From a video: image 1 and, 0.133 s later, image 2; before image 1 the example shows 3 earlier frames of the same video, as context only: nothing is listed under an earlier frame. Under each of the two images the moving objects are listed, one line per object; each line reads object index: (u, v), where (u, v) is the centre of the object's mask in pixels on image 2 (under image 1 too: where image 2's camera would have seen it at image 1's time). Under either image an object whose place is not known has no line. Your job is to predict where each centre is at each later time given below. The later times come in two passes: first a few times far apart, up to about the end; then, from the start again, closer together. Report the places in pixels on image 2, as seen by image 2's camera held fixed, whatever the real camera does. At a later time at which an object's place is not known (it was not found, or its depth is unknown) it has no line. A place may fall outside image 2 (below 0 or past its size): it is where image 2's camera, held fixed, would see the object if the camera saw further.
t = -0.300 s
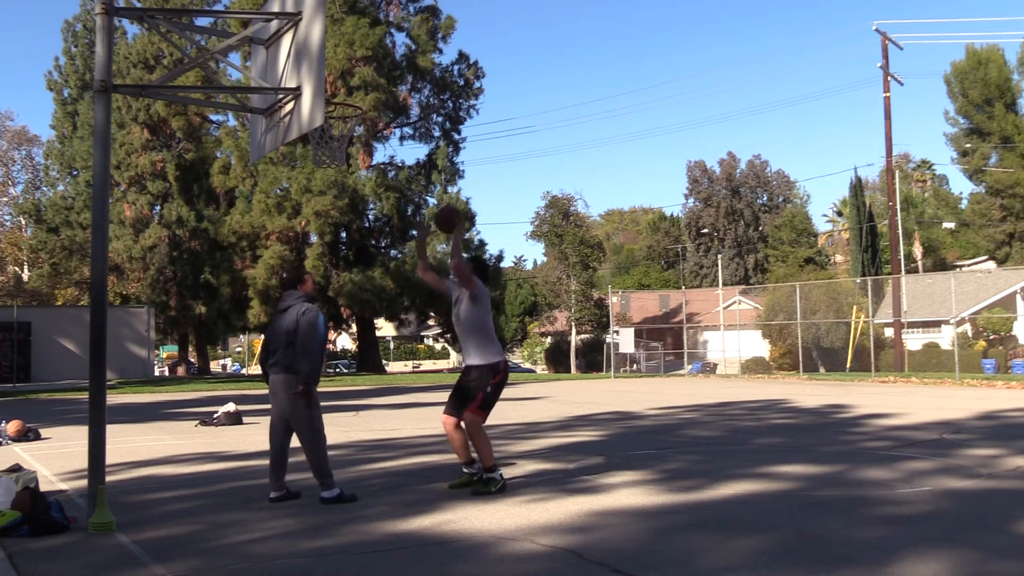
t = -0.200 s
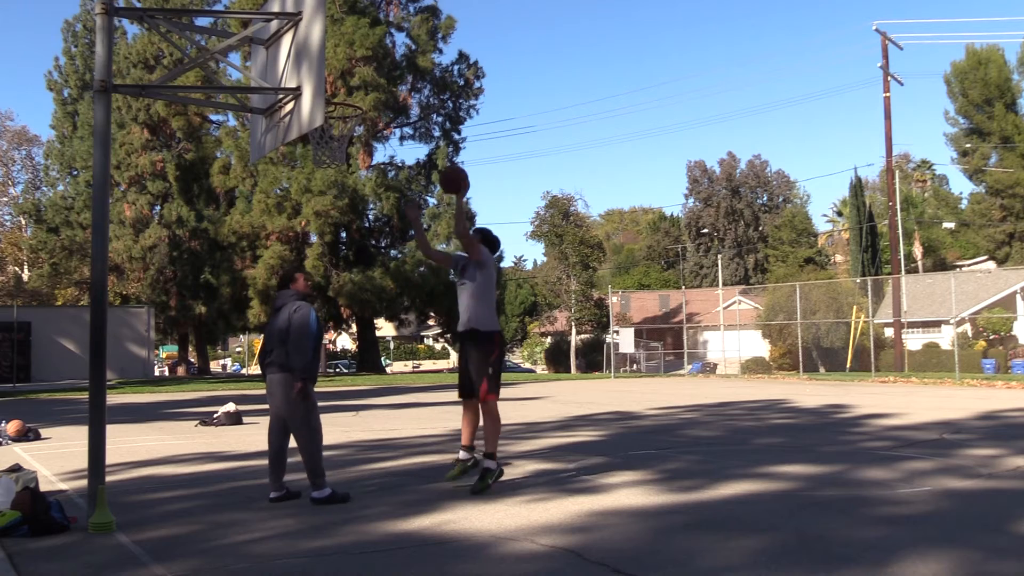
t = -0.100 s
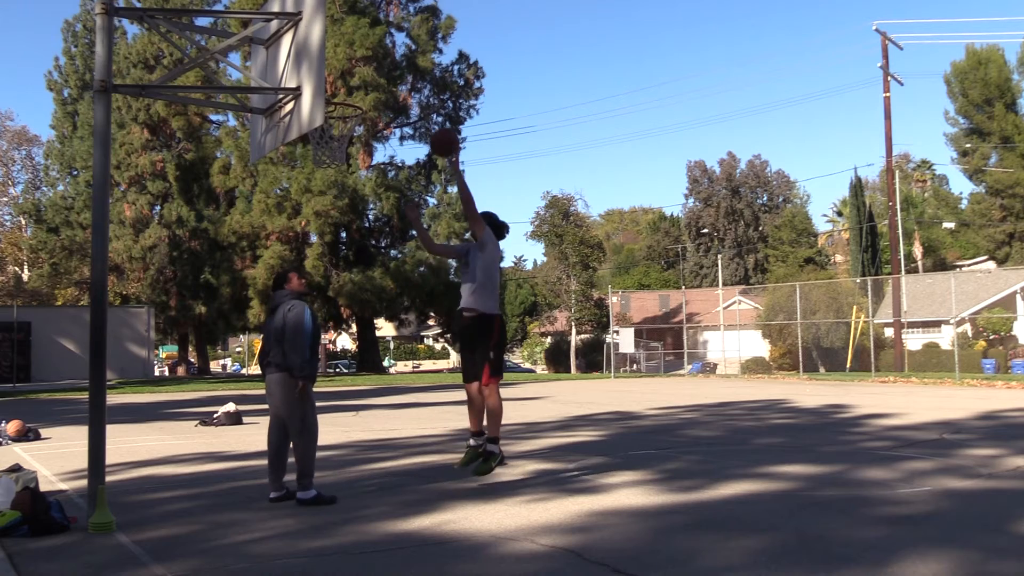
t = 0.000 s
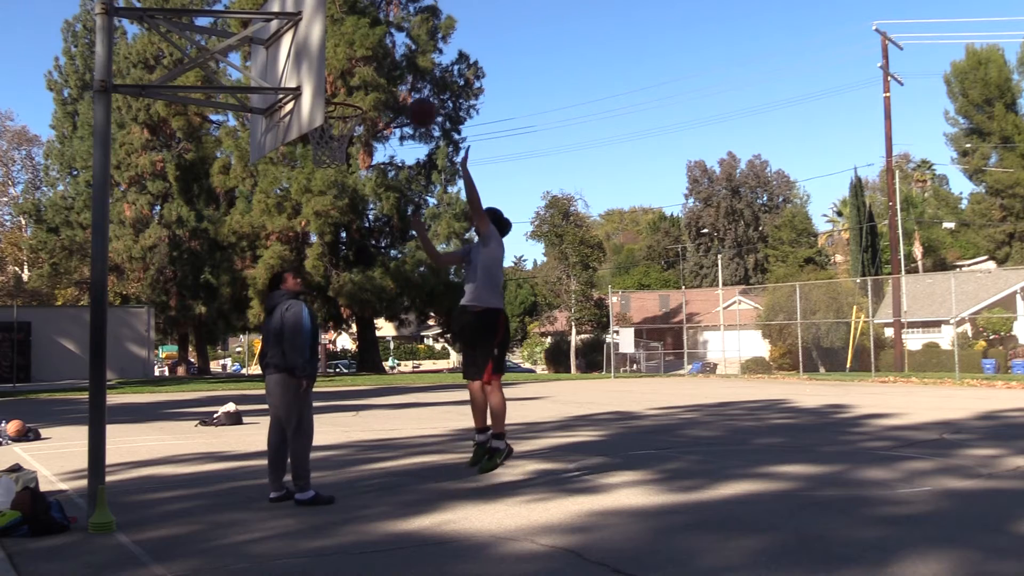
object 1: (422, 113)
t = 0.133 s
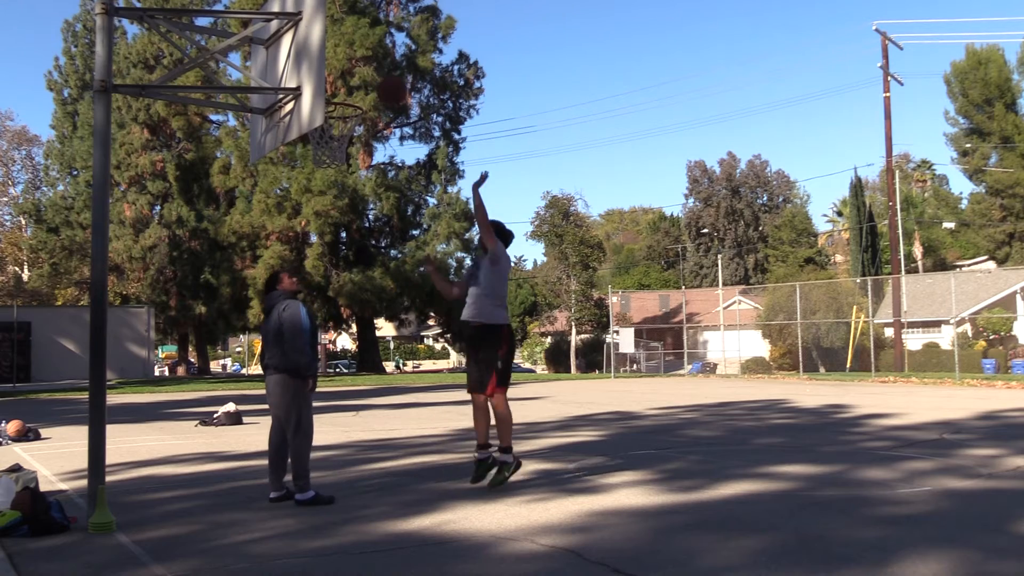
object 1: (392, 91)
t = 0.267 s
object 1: (361, 90)
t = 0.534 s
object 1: (311, 150)
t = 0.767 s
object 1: (328, 171)
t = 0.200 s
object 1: (377, 88)
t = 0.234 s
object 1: (369, 88)
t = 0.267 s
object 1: (361, 90)
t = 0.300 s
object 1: (354, 94)
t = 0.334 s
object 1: (346, 99)
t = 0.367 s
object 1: (339, 105)
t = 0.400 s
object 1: (334, 113)
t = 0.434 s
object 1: (330, 122)
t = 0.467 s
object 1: (317, 132)
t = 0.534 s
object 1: (311, 150)
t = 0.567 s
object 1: (314, 152)
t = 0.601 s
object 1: (314, 153)
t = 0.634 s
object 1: (315, 155)
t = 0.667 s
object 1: (317, 159)
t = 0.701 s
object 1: (319, 163)
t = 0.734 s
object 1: (324, 167)
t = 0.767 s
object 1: (328, 171)
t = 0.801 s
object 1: (332, 175)
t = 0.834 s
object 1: (336, 181)
